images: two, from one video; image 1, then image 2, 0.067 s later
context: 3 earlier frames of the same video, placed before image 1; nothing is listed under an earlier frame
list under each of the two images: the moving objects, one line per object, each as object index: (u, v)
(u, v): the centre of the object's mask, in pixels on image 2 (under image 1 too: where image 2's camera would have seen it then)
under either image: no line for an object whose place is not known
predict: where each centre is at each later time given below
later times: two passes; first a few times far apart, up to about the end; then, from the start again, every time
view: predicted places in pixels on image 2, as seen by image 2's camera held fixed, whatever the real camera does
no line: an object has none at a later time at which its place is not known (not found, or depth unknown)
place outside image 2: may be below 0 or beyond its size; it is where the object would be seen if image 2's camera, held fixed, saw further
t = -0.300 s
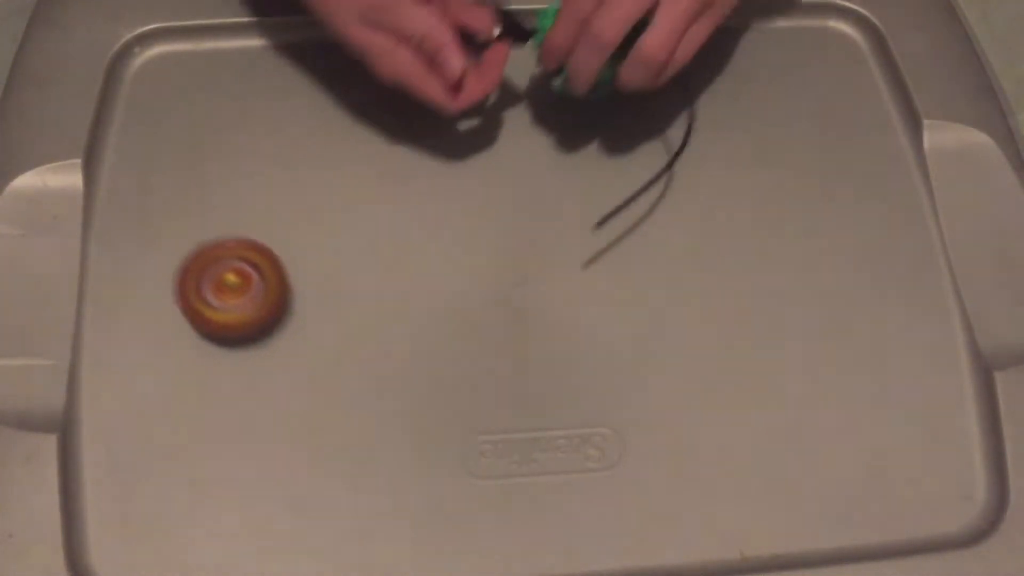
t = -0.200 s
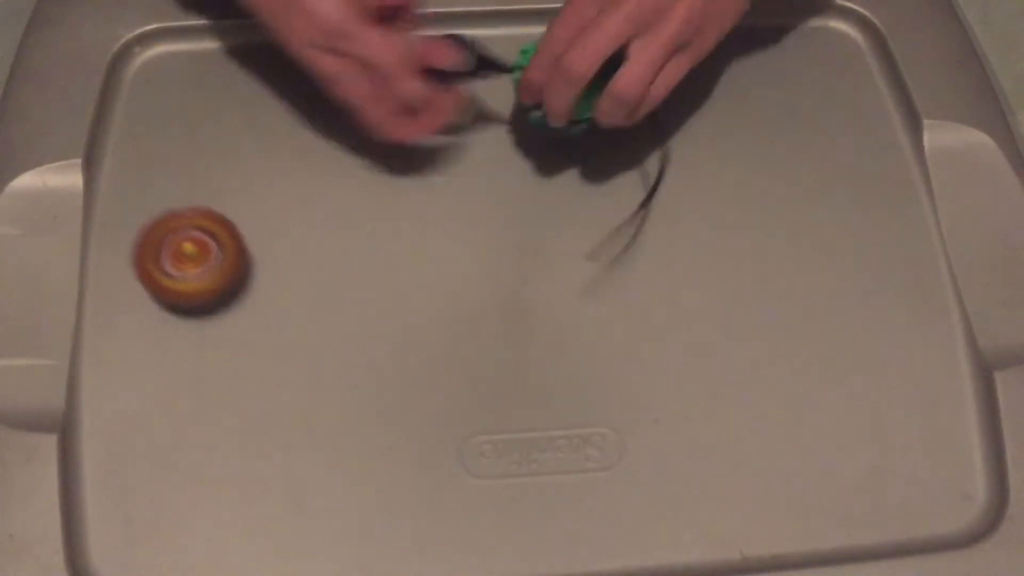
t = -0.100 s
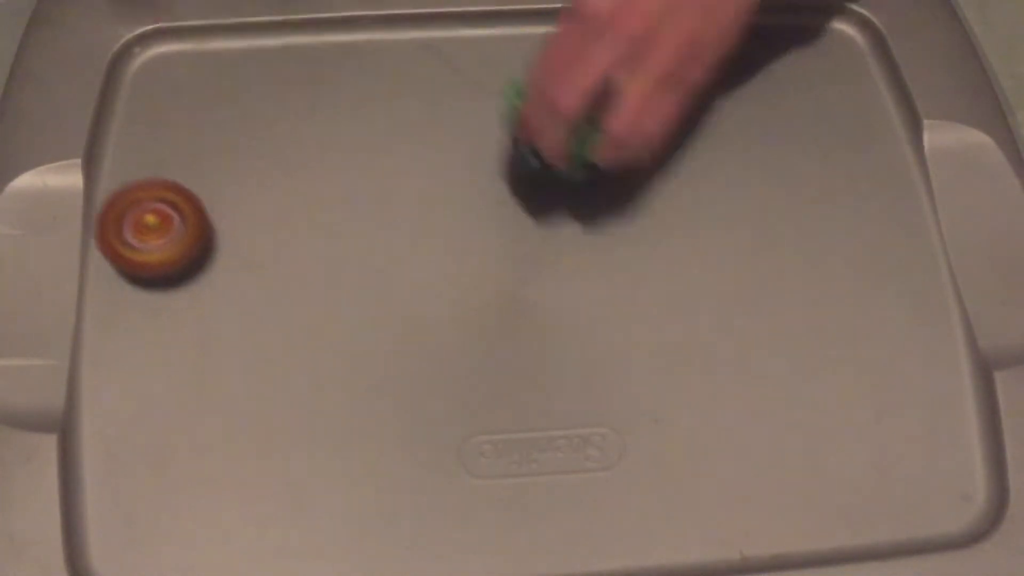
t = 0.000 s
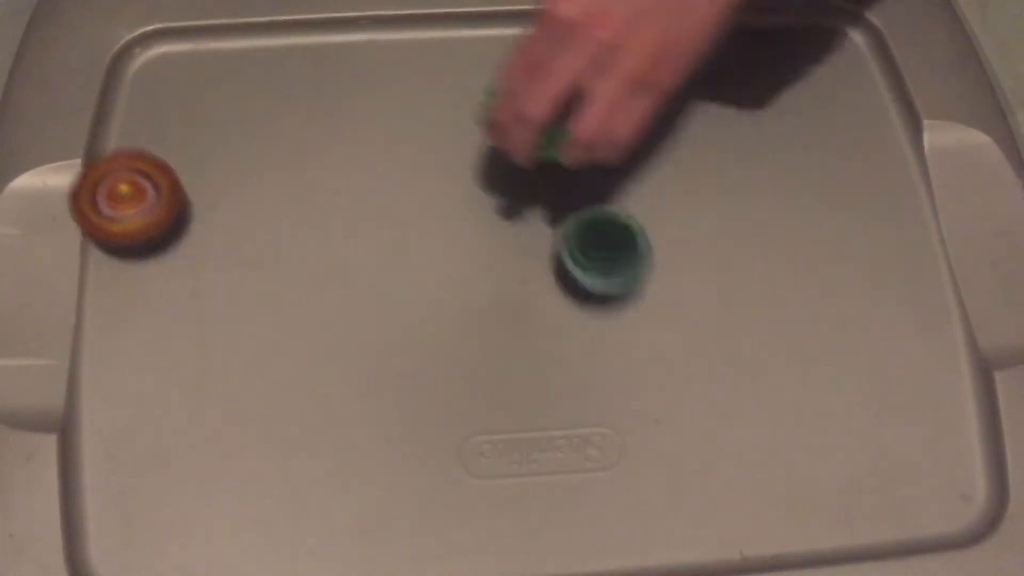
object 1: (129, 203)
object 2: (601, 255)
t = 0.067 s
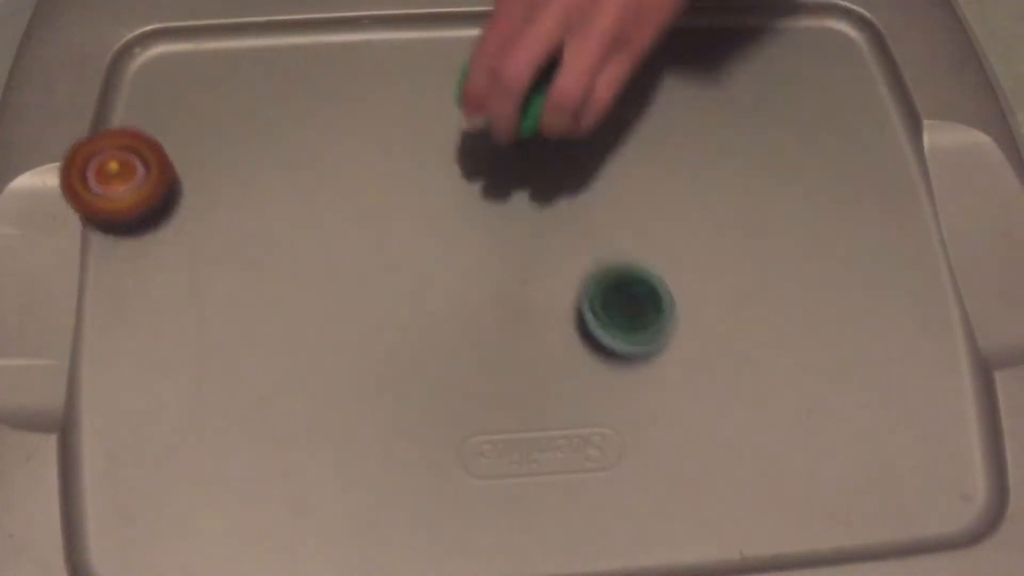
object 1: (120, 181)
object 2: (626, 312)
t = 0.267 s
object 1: (166, 123)
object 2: (652, 385)
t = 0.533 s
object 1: (265, 58)
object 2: (676, 309)
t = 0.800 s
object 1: (350, 88)
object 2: (641, 207)
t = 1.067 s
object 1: (447, 221)
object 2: (561, 137)
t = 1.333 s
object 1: (607, 305)
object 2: (478, 111)
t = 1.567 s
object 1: (761, 314)
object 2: (419, 121)
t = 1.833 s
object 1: (896, 315)
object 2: (386, 151)
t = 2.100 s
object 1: (936, 303)
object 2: (371, 201)
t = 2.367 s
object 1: (910, 289)
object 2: (390, 262)
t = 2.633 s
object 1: (813, 265)
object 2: (441, 321)
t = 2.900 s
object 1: (665, 251)
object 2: (575, 354)
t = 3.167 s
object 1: (556, 121)
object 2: (591, 486)
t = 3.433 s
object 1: (447, 34)
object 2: (557, 539)
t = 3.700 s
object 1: (361, 70)
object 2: (462, 509)
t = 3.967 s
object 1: (326, 180)
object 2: (371, 467)
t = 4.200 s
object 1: (370, 302)
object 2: (309, 398)
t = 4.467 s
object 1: (531, 376)
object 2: (236, 341)
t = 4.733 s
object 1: (690, 351)
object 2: (210, 250)
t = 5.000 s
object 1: (783, 290)
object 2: (224, 175)
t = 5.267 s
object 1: (789, 221)
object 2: (280, 114)
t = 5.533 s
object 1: (721, 170)
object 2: (362, 74)
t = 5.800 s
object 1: (600, 158)
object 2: (445, 69)
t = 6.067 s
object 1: (469, 196)
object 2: (519, 105)
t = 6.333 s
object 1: (378, 290)
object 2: (565, 171)
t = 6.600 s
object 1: (371, 387)
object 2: (581, 251)
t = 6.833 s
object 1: (437, 412)
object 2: (574, 318)
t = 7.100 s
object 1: (361, 415)
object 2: (763, 293)
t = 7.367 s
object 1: (240, 379)
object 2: (854, 273)
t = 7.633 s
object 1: (161, 294)
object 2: (892, 330)
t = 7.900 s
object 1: (149, 190)
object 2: (890, 388)
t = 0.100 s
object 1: (116, 169)
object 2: (634, 330)
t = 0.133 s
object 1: (117, 158)
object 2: (640, 351)
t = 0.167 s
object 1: (126, 151)
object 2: (645, 366)
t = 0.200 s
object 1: (138, 142)
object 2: (647, 376)
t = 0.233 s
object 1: (151, 133)
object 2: (649, 383)
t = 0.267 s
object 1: (166, 123)
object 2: (652, 385)
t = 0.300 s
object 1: (180, 115)
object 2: (656, 383)
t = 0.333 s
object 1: (193, 107)
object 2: (660, 378)
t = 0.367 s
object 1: (206, 99)
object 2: (664, 370)
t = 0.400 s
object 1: (218, 90)
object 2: (668, 360)
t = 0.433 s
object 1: (230, 82)
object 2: (672, 348)
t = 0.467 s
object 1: (242, 75)
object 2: (674, 335)
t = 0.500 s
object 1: (254, 66)
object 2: (675, 322)
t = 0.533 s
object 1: (265, 58)
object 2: (676, 309)
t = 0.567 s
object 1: (277, 50)
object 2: (675, 295)
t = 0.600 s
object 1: (288, 45)
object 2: (673, 282)
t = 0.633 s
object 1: (298, 44)
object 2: (671, 269)
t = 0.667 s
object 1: (308, 48)
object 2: (667, 256)
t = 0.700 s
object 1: (319, 55)
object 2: (662, 243)
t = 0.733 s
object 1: (330, 65)
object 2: (656, 230)
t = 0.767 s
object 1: (340, 74)
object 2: (649, 218)
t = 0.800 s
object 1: (350, 88)
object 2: (641, 207)
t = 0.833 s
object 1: (360, 101)
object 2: (632, 196)
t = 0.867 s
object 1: (370, 116)
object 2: (623, 185)
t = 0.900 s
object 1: (381, 133)
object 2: (613, 175)
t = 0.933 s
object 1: (394, 151)
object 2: (604, 166)
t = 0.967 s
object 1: (406, 168)
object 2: (594, 158)
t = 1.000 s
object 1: (418, 185)
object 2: (583, 150)
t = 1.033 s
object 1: (431, 204)
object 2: (572, 144)
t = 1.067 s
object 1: (447, 221)
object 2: (561, 137)
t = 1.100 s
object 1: (463, 238)
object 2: (551, 131)
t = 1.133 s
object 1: (480, 255)
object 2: (540, 126)
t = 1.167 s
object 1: (499, 269)
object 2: (529, 122)
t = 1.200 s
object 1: (519, 281)
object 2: (519, 118)
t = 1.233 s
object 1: (540, 290)
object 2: (509, 115)
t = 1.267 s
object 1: (562, 298)
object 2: (498, 114)
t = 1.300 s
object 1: (584, 302)
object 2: (488, 112)
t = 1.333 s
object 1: (607, 305)
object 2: (478, 111)
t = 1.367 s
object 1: (630, 308)
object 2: (469, 111)
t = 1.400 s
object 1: (651, 309)
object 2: (459, 111)
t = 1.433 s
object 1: (673, 311)
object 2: (448, 112)
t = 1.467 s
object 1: (695, 312)
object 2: (439, 114)
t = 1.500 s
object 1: (718, 313)
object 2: (432, 116)
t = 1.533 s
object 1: (739, 313)
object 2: (425, 118)
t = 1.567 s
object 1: (761, 314)
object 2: (419, 121)
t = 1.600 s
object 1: (783, 315)
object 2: (413, 125)
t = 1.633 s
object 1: (803, 317)
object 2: (408, 128)
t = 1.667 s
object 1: (823, 318)
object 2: (402, 132)
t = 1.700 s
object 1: (842, 318)
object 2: (398, 135)
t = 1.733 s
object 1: (858, 318)
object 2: (395, 139)
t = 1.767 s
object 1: (872, 318)
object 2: (392, 143)
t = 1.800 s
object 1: (885, 317)
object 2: (389, 147)
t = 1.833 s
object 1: (896, 315)
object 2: (386, 151)
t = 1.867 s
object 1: (905, 313)
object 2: (382, 156)
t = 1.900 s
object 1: (914, 312)
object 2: (379, 161)
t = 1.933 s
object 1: (919, 309)
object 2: (377, 166)
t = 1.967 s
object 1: (924, 307)
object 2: (374, 172)
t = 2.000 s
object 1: (929, 306)
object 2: (373, 179)
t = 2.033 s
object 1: (932, 305)
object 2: (371, 186)
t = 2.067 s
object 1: (935, 304)
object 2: (371, 193)
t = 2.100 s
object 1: (936, 303)
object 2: (371, 201)
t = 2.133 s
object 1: (937, 302)
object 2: (372, 208)
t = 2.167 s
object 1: (936, 300)
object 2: (373, 215)
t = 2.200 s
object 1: (935, 299)
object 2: (374, 223)
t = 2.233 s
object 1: (931, 297)
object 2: (377, 230)
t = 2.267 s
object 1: (928, 295)
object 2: (379, 238)
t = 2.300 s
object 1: (923, 294)
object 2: (382, 246)
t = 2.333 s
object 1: (918, 292)
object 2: (386, 254)
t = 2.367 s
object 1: (910, 289)
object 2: (390, 262)
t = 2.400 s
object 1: (902, 285)
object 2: (395, 270)
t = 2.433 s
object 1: (892, 281)
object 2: (400, 278)
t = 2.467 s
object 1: (882, 277)
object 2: (406, 286)
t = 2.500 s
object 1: (870, 274)
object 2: (412, 293)
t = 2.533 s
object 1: (857, 272)
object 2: (419, 301)
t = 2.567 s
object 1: (843, 269)
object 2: (425, 308)
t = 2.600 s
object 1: (828, 267)
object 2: (433, 314)
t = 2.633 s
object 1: (813, 265)
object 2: (441, 321)
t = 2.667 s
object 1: (796, 263)
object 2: (450, 327)
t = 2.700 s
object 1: (779, 261)
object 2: (461, 331)
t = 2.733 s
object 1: (762, 259)
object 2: (477, 336)
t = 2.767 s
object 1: (743, 258)
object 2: (494, 343)
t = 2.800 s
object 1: (724, 256)
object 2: (513, 349)
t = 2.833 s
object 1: (705, 255)
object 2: (534, 354)
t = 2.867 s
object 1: (685, 253)
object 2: (554, 356)
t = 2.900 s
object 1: (665, 251)
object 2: (575, 354)
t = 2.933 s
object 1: (645, 250)
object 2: (590, 348)
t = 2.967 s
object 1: (625, 247)
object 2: (603, 343)
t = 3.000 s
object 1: (617, 221)
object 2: (601, 376)
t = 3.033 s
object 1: (608, 192)
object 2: (596, 408)
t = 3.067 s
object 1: (596, 170)
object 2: (595, 432)
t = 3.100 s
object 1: (584, 152)
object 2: (594, 455)
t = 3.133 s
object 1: (570, 136)
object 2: (593, 472)
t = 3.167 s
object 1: (556, 121)
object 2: (591, 486)
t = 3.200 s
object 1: (542, 107)
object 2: (589, 498)
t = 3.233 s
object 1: (529, 94)
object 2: (588, 510)
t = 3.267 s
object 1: (515, 82)
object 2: (586, 518)
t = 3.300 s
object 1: (500, 70)
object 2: (581, 524)
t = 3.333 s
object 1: (486, 59)
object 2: (577, 529)
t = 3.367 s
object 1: (472, 48)
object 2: (572, 532)
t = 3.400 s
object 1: (460, 38)
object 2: (565, 535)
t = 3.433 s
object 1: (447, 34)
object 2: (557, 539)
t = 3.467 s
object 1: (433, 36)
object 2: (547, 540)
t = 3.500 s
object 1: (422, 38)
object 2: (535, 533)
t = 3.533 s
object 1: (410, 41)
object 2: (524, 527)
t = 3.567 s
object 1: (400, 44)
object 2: (513, 521)
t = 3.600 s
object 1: (389, 50)
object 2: (500, 515)
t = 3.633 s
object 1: (379, 56)
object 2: (487, 513)
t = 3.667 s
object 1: (370, 62)
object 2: (474, 511)
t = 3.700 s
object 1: (361, 70)
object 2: (462, 509)
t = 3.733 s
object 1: (354, 80)
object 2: (450, 507)
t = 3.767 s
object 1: (347, 90)
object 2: (438, 503)
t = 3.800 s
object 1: (340, 102)
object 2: (426, 499)
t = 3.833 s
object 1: (335, 115)
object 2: (414, 495)
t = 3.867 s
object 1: (331, 129)
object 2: (403, 489)
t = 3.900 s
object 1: (328, 146)
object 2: (392, 482)
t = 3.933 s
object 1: (326, 163)
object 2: (382, 475)
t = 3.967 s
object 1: (326, 180)
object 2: (371, 467)
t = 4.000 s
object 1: (327, 197)
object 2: (362, 459)
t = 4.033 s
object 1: (331, 216)
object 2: (353, 449)
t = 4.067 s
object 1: (335, 233)
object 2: (344, 439)
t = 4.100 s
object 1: (341, 251)
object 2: (334, 429)
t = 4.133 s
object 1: (349, 269)
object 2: (326, 419)
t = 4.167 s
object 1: (359, 286)
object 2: (317, 408)
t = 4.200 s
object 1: (370, 302)
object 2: (309, 398)
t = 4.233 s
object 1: (383, 318)
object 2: (301, 388)
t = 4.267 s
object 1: (403, 332)
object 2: (286, 383)
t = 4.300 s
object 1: (423, 344)
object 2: (273, 378)
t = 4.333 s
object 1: (443, 353)
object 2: (263, 373)
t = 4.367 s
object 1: (465, 361)
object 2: (254, 367)
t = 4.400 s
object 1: (487, 369)
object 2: (247, 359)
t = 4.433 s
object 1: (509, 373)
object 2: (241, 351)
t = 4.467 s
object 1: (531, 376)
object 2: (236, 341)
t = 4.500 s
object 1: (553, 376)
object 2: (231, 330)
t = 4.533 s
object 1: (575, 375)
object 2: (227, 319)
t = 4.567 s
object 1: (596, 373)
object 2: (223, 307)
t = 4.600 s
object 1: (617, 371)
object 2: (219, 297)
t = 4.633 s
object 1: (637, 366)
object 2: (217, 285)
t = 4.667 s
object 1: (655, 362)
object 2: (214, 273)
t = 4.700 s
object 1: (673, 357)
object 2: (212, 262)
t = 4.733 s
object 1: (690, 351)
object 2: (210, 250)
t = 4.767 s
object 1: (706, 344)
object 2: (210, 240)
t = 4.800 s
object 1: (721, 338)
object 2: (210, 229)
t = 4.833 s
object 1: (734, 330)
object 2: (210, 220)
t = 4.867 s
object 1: (747, 322)
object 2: (211, 210)
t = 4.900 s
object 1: (758, 315)
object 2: (214, 200)
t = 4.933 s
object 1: (767, 307)
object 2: (216, 192)
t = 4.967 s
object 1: (776, 298)
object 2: (220, 183)
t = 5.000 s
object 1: (783, 290)
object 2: (224, 175)
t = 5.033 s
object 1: (788, 282)
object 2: (229, 167)
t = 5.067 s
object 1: (792, 273)
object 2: (234, 158)
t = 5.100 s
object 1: (795, 264)
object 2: (240, 150)
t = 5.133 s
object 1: (796, 256)
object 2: (247, 143)
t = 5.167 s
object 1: (795, 247)
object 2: (254, 135)
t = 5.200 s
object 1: (794, 238)
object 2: (262, 127)
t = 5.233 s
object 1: (792, 229)
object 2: (271, 121)
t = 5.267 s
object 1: (789, 221)
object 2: (280, 114)
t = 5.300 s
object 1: (784, 212)
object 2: (290, 109)
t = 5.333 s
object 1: (779, 205)
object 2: (300, 103)
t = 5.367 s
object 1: (772, 198)
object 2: (310, 98)
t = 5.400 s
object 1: (763, 191)
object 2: (321, 93)
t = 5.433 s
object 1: (754, 185)
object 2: (332, 88)
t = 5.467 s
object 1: (744, 179)
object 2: (342, 84)
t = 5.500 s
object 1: (733, 175)
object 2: (352, 77)
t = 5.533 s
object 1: (721, 170)
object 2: (362, 74)
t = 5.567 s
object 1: (707, 167)
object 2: (372, 70)
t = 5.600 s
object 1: (694, 164)
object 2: (382, 66)
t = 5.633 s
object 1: (680, 161)
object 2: (392, 66)
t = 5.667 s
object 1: (665, 159)
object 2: (403, 65)
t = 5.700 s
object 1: (649, 157)
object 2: (413, 65)
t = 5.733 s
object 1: (633, 157)
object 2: (423, 65)
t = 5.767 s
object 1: (616, 157)
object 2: (434, 67)
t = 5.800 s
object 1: (600, 158)
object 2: (445, 69)
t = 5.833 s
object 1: (583, 159)
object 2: (455, 72)
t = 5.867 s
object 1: (566, 161)
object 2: (466, 75)
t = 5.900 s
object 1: (549, 165)
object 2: (476, 79)
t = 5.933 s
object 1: (532, 169)
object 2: (486, 82)
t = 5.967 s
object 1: (516, 175)
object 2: (495, 85)
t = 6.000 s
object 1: (499, 181)
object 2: (504, 90)
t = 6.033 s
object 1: (484, 188)
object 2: (512, 97)
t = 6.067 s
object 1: (469, 196)
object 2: (519, 105)
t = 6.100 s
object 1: (454, 206)
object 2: (526, 112)
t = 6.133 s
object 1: (441, 216)
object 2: (533, 120)
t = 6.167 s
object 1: (428, 227)
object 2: (540, 128)
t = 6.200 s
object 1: (416, 238)
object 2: (546, 136)
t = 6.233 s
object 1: (406, 250)
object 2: (552, 145)
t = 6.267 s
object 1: (395, 263)
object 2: (557, 153)
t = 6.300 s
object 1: (386, 276)
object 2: (561, 162)
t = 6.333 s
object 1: (378, 290)
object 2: (565, 171)
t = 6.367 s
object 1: (372, 303)
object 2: (569, 181)
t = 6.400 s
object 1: (367, 316)
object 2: (572, 191)
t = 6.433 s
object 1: (364, 330)
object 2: (574, 201)
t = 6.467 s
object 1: (362, 344)
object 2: (576, 211)
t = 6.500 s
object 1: (362, 356)
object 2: (578, 222)
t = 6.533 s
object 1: (363, 368)
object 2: (579, 232)
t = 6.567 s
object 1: (367, 379)
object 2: (580, 242)
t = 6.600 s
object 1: (371, 387)
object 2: (581, 251)
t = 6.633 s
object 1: (377, 395)
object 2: (581, 261)
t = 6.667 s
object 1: (384, 401)
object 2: (580, 271)
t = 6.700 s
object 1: (392, 407)
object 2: (580, 281)
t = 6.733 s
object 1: (402, 411)
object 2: (579, 290)
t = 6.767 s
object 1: (413, 413)
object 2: (578, 299)
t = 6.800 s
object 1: (424, 413)
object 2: (576, 308)
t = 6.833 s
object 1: (437, 412)
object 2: (574, 318)
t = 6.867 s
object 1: (449, 411)
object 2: (572, 327)
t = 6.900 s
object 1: (462, 406)
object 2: (568, 336)
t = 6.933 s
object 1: (476, 401)
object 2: (565, 345)
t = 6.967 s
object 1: (462, 401)
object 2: (595, 343)
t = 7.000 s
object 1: (429, 407)
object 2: (645, 332)
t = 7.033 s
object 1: (401, 411)
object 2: (691, 317)
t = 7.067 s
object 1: (379, 415)
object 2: (729, 305)
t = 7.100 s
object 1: (361, 415)
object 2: (763, 293)
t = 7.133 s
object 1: (345, 415)
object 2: (788, 282)
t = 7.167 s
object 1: (329, 413)
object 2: (809, 274)
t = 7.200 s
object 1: (312, 411)
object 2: (823, 268)
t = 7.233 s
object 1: (297, 407)
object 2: (832, 265)
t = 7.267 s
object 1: (282, 401)
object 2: (838, 264)
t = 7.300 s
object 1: (267, 395)
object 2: (843, 265)
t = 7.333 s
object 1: (253, 388)
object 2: (848, 268)
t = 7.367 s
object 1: (240, 379)
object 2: (854, 273)
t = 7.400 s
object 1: (227, 371)
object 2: (859, 279)
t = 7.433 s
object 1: (215, 361)
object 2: (865, 286)
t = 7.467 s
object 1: (204, 351)
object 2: (871, 293)
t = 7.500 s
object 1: (194, 341)
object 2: (877, 300)
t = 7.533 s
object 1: (184, 329)
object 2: (882, 307)
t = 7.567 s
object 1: (175, 318)
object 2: (886, 314)
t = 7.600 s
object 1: (168, 306)
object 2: (889, 322)
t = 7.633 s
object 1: (161, 294)
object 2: (892, 330)
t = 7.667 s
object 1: (156, 281)
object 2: (894, 338)
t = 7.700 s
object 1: (151, 268)
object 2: (895, 345)
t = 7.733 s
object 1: (148, 256)
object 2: (896, 353)
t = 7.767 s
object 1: (145, 243)
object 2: (896, 361)
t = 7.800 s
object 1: (144, 230)
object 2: (895, 368)
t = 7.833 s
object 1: (144, 216)
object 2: (893, 375)
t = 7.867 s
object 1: (146, 203)
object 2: (892, 382)
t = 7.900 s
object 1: (149, 190)
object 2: (890, 388)
